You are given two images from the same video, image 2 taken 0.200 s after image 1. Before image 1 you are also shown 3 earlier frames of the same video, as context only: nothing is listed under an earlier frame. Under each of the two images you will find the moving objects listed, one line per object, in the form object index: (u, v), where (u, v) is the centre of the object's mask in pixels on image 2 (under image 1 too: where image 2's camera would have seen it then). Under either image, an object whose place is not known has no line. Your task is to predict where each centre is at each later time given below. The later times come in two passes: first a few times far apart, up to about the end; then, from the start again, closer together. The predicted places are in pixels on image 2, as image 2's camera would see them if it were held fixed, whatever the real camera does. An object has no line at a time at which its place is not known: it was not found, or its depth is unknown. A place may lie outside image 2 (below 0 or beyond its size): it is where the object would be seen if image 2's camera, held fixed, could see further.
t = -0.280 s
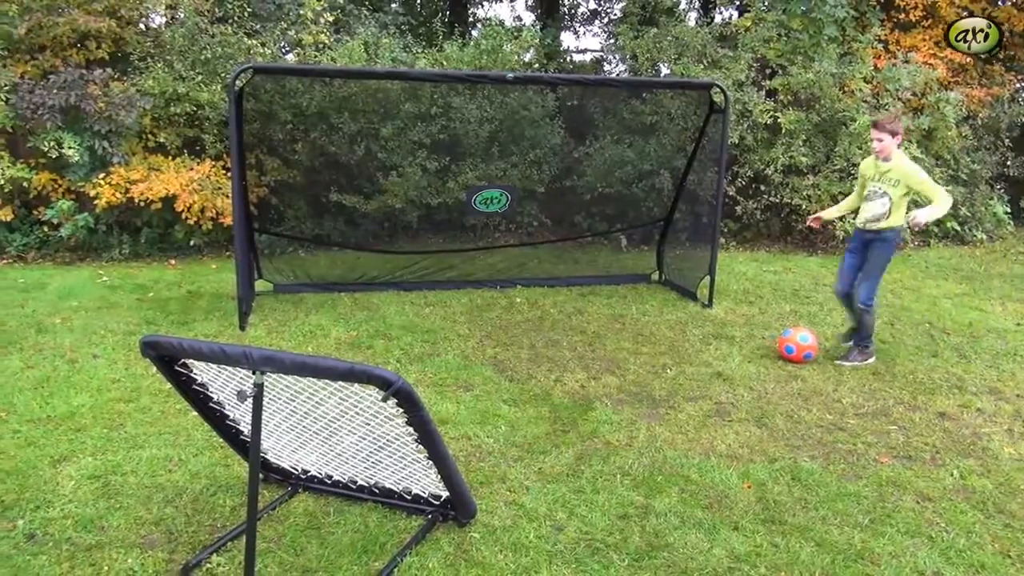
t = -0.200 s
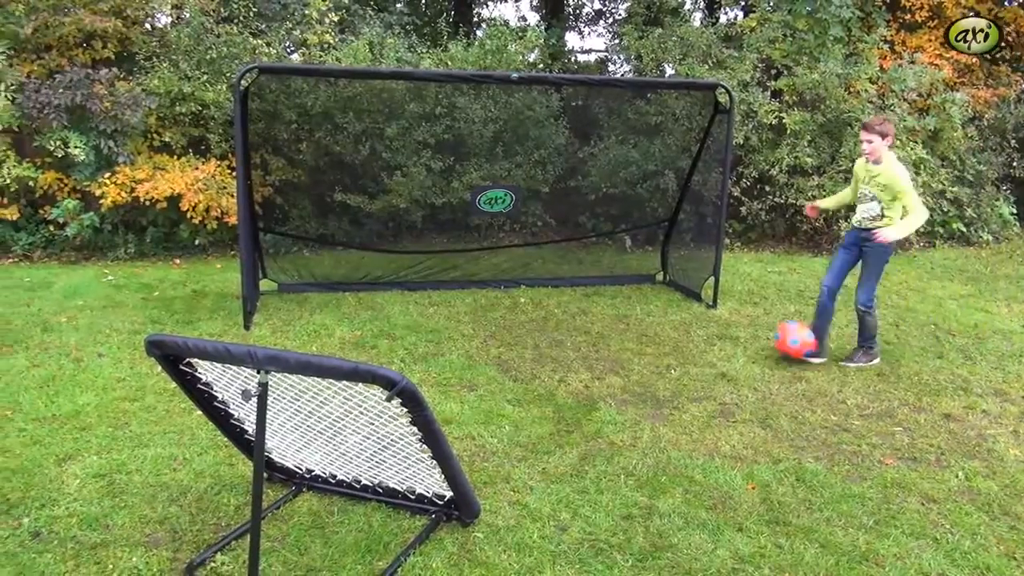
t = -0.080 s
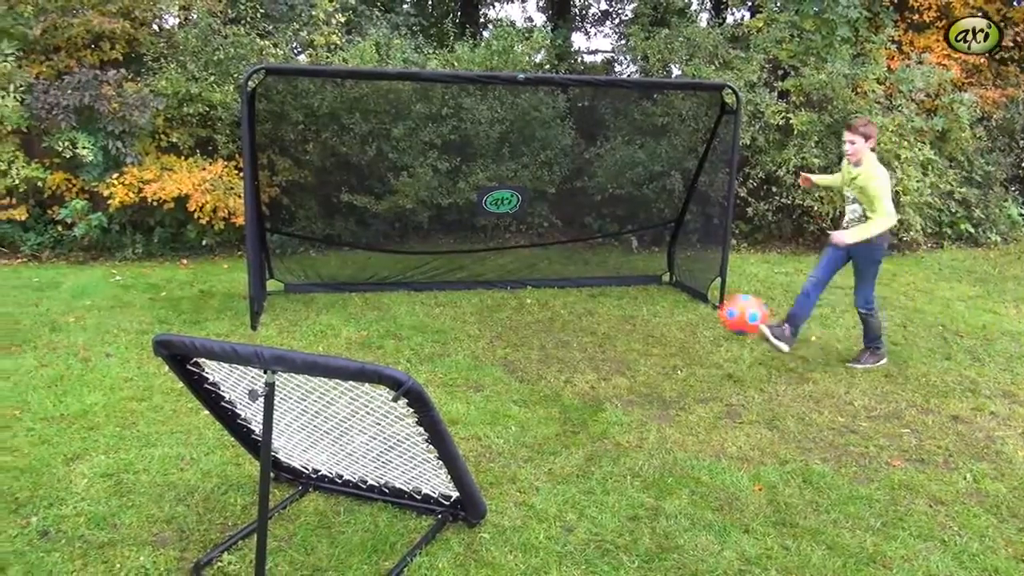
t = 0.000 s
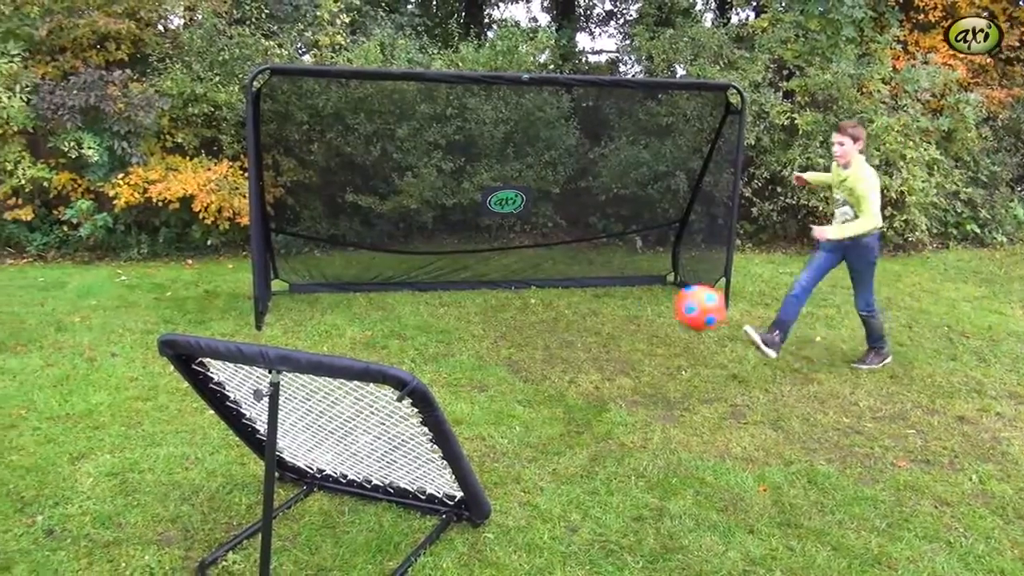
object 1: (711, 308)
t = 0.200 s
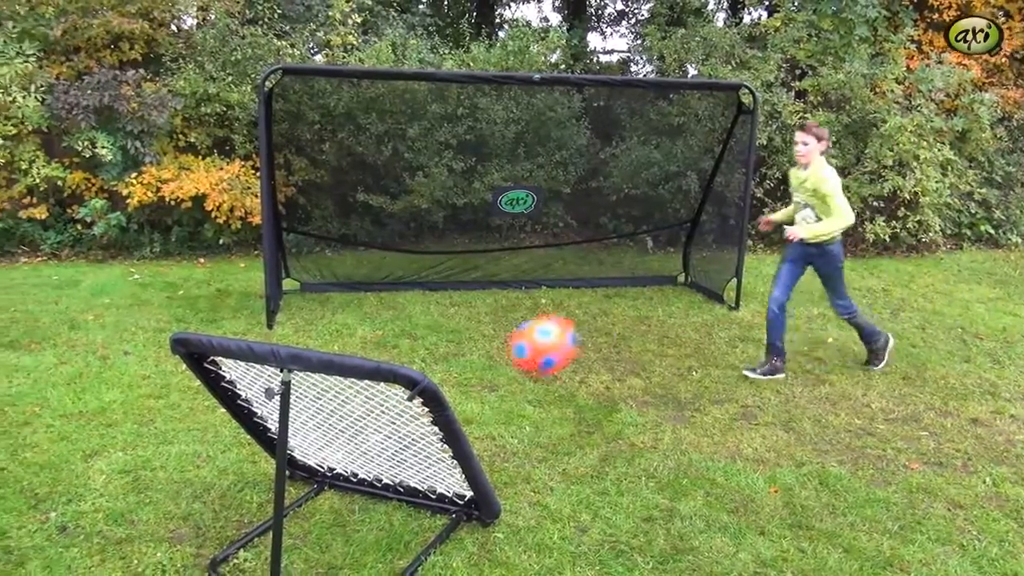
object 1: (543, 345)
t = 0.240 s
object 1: (499, 365)
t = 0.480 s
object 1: (393, 289)
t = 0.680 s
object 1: (393, 229)
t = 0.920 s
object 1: (390, 266)
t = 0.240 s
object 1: (499, 365)
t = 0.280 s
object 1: (464, 387)
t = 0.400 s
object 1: (397, 342)
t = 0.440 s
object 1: (394, 316)
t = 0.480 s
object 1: (393, 289)
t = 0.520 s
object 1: (393, 267)
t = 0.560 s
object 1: (394, 251)
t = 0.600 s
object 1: (393, 240)
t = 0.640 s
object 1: (393, 232)
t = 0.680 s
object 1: (393, 229)
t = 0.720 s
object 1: (392, 228)
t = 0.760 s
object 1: (391, 230)
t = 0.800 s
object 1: (390, 235)
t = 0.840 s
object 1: (390, 243)
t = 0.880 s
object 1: (391, 254)
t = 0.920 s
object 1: (390, 266)
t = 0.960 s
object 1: (390, 279)
